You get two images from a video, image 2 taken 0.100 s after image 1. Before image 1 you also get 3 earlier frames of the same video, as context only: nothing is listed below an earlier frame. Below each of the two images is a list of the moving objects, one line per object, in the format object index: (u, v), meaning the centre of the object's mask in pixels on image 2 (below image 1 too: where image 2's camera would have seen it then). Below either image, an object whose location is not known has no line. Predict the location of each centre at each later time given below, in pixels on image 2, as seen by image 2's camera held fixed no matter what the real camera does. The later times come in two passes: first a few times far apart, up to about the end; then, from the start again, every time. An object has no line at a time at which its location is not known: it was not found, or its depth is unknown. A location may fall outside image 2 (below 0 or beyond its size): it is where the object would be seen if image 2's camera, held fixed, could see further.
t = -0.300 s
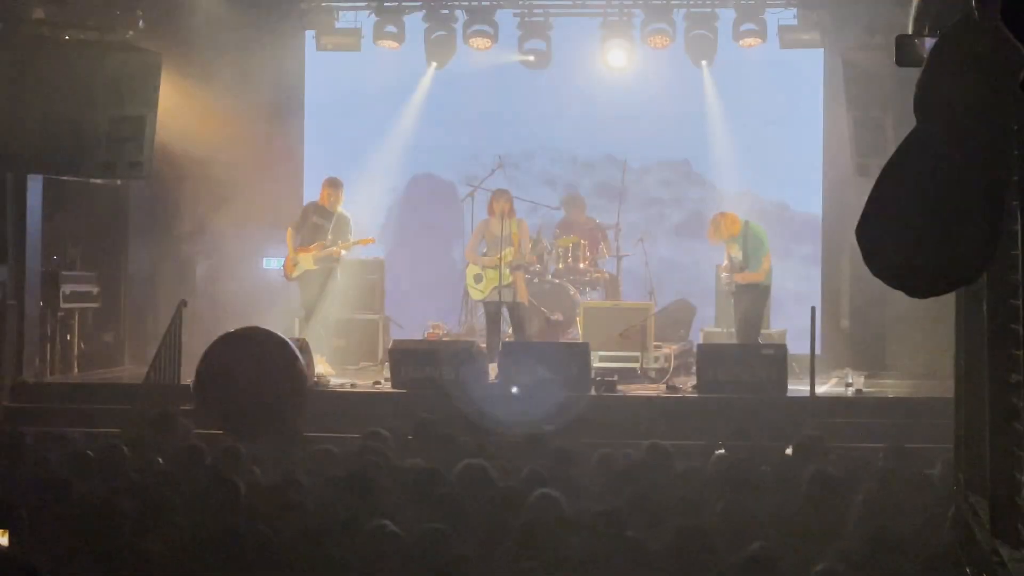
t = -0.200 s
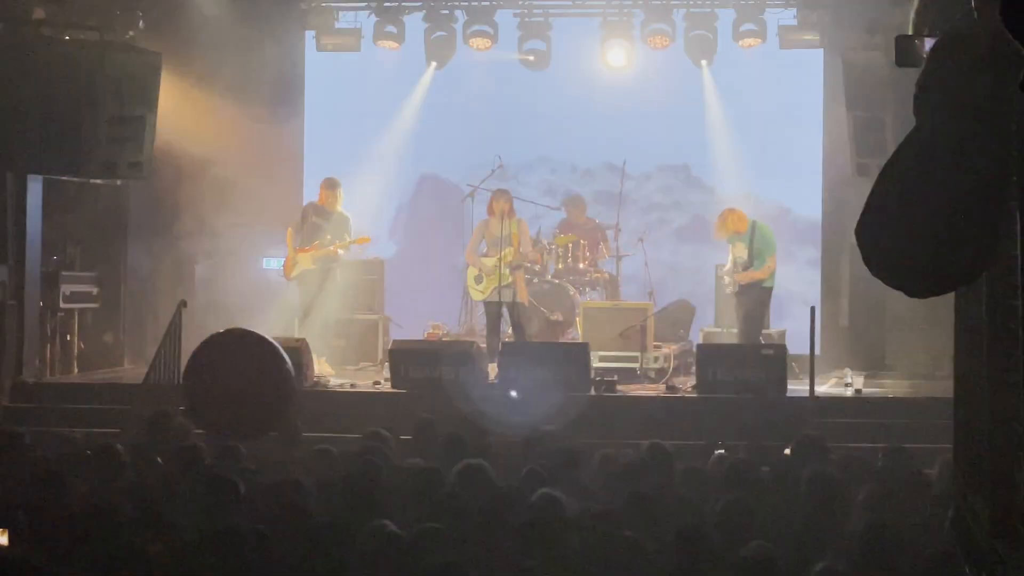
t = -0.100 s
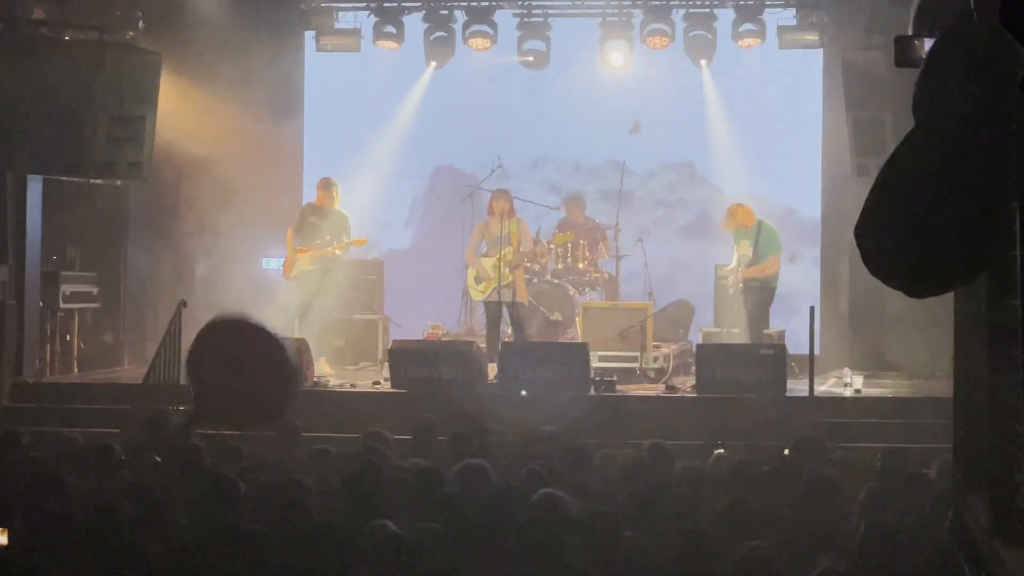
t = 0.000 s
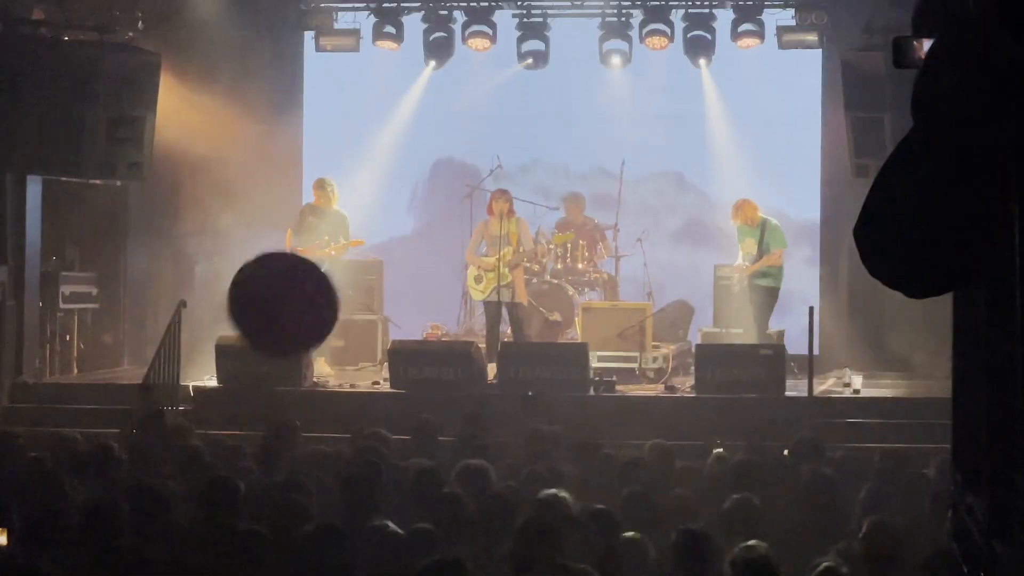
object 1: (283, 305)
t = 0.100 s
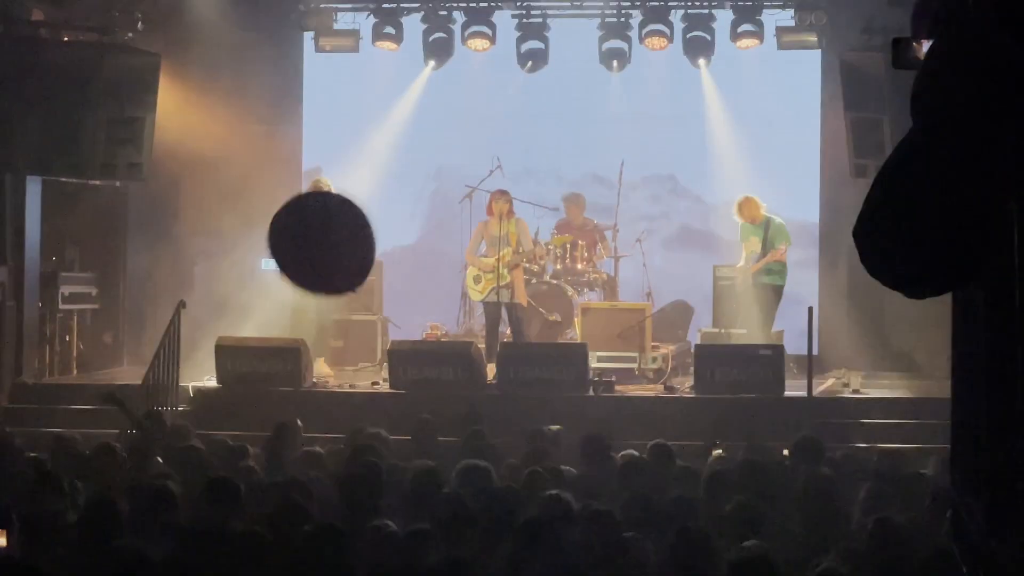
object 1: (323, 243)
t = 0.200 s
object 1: (359, 186)
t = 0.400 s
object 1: (439, 112)
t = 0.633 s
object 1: (526, 82)
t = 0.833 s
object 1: (586, 78)
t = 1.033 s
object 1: (638, 87)
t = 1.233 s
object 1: (685, 114)
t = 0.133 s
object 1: (335, 222)
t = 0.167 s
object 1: (347, 204)
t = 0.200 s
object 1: (359, 186)
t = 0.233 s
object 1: (372, 170)
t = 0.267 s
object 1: (385, 155)
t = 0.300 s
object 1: (398, 141)
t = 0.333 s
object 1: (411, 131)
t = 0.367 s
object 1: (424, 120)
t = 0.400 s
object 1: (439, 112)
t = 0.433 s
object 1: (452, 104)
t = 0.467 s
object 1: (465, 99)
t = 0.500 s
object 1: (478, 94)
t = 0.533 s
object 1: (491, 89)
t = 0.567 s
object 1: (503, 87)
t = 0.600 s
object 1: (515, 84)
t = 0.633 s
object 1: (526, 82)
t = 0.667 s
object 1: (536, 80)
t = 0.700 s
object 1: (547, 79)
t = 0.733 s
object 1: (557, 78)
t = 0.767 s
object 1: (566, 77)
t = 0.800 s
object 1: (576, 77)
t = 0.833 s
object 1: (586, 78)
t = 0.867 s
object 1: (594, 78)
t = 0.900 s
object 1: (603, 79)
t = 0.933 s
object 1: (612, 80)
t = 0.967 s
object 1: (620, 82)
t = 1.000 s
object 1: (629, 84)
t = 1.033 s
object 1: (638, 87)
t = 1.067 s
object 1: (647, 91)
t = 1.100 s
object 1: (655, 95)
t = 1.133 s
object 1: (663, 99)
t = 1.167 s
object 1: (671, 104)
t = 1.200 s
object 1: (678, 109)
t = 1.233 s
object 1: (685, 114)
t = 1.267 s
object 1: (692, 119)
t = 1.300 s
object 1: (699, 124)
